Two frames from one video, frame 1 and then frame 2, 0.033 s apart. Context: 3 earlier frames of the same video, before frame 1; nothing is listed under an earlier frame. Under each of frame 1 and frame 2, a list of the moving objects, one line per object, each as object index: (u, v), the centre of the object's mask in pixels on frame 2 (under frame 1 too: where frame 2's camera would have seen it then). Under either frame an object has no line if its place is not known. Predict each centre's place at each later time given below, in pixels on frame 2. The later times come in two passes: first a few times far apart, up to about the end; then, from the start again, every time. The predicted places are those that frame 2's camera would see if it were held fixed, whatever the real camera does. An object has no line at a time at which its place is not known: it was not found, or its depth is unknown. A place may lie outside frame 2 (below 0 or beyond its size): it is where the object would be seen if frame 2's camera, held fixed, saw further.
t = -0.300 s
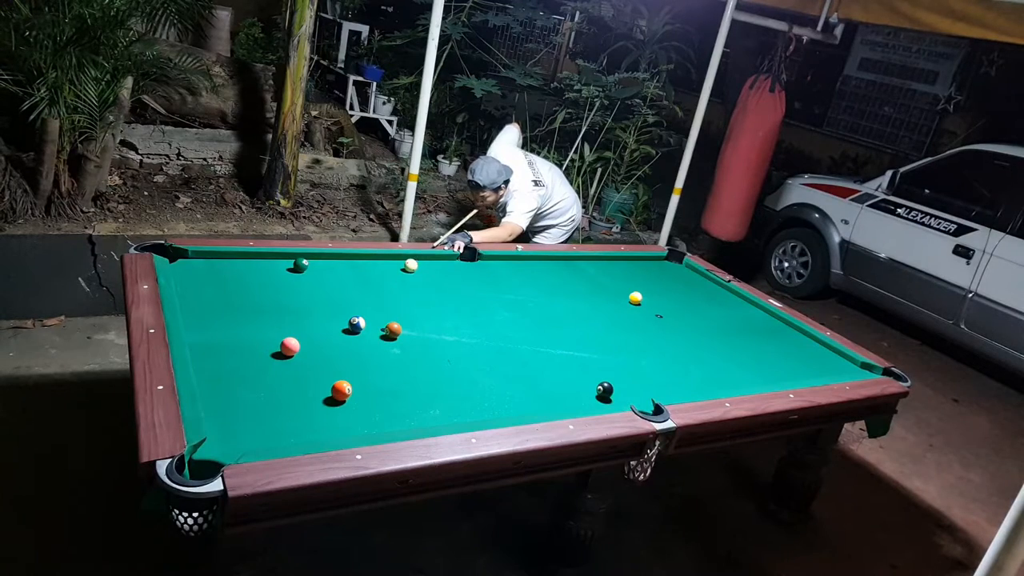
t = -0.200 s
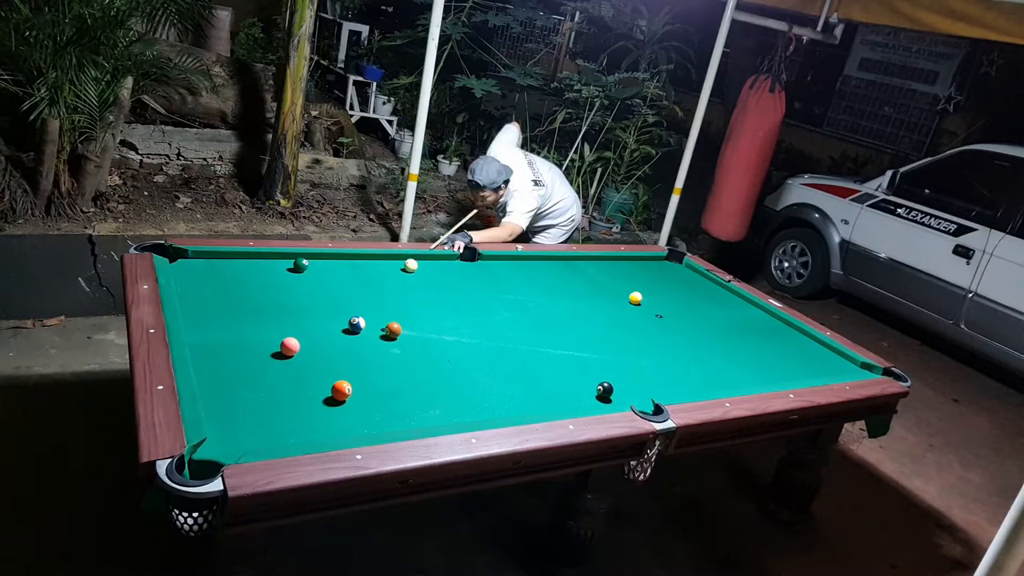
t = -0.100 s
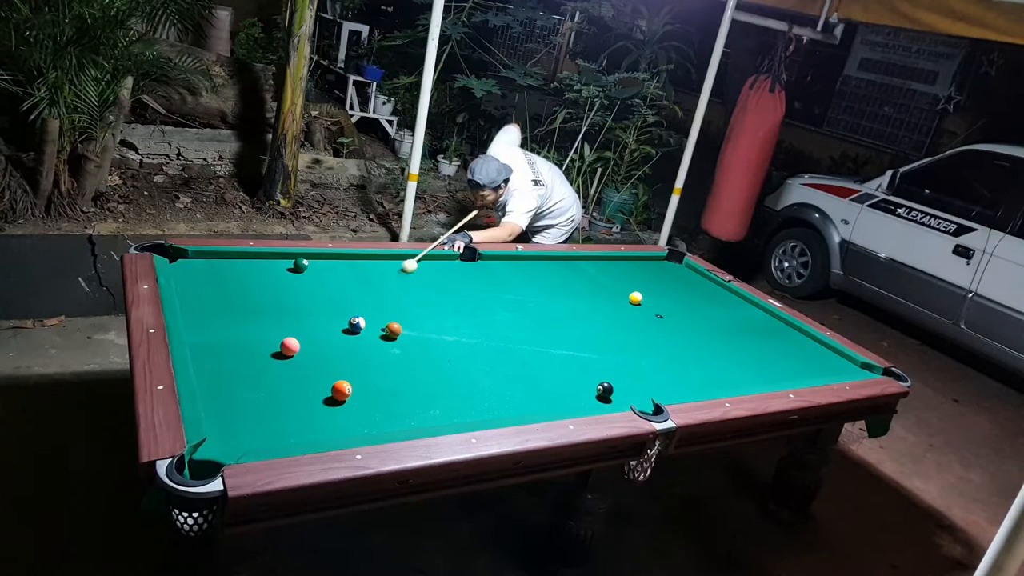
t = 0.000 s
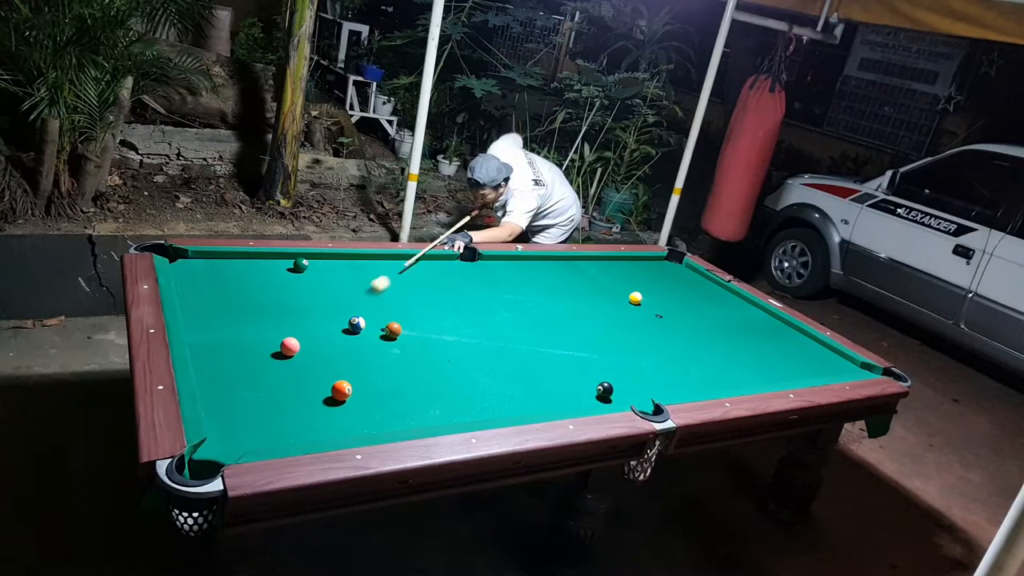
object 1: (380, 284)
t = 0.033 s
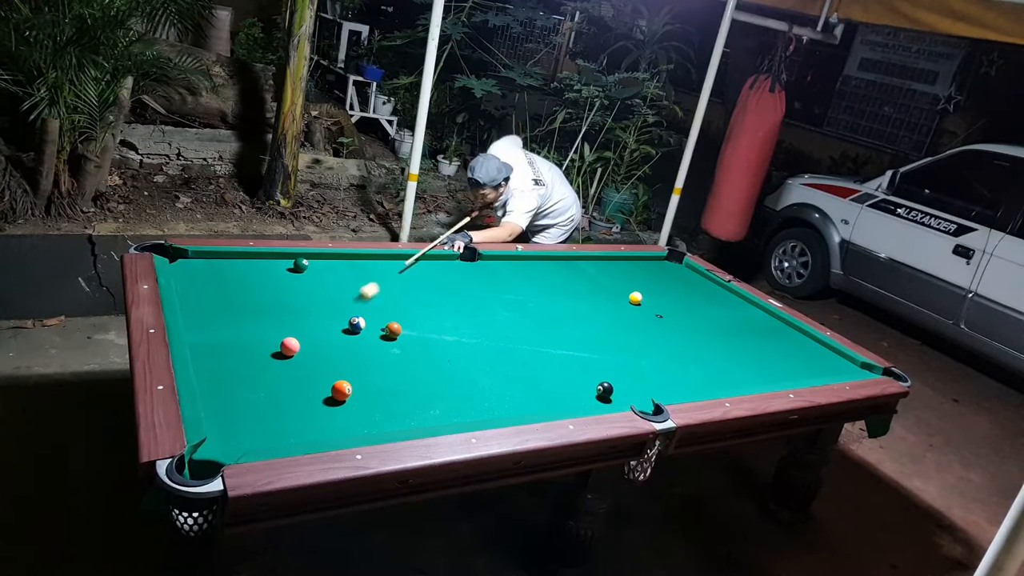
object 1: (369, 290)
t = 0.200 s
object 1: (307, 330)
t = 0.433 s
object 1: (232, 337)
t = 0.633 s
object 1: (217, 341)
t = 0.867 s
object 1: (254, 340)
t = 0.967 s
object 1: (269, 339)
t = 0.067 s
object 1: (358, 298)
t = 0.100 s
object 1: (346, 305)
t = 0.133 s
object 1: (334, 313)
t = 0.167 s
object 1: (321, 321)
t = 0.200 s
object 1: (307, 330)
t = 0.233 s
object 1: (294, 335)
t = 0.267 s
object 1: (283, 336)
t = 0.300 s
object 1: (273, 336)
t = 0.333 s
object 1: (263, 335)
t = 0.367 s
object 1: (253, 336)
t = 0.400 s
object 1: (243, 336)
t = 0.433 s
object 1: (232, 337)
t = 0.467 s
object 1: (220, 338)
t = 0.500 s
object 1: (209, 340)
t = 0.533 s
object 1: (198, 341)
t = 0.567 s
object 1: (203, 341)
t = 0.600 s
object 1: (211, 341)
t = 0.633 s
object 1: (217, 341)
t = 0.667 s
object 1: (222, 341)
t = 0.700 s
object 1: (228, 340)
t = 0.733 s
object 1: (233, 340)
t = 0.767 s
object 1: (238, 340)
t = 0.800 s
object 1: (244, 340)
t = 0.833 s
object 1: (249, 340)
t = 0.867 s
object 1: (254, 340)
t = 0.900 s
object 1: (259, 340)
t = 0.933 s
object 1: (264, 339)
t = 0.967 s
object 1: (269, 339)
